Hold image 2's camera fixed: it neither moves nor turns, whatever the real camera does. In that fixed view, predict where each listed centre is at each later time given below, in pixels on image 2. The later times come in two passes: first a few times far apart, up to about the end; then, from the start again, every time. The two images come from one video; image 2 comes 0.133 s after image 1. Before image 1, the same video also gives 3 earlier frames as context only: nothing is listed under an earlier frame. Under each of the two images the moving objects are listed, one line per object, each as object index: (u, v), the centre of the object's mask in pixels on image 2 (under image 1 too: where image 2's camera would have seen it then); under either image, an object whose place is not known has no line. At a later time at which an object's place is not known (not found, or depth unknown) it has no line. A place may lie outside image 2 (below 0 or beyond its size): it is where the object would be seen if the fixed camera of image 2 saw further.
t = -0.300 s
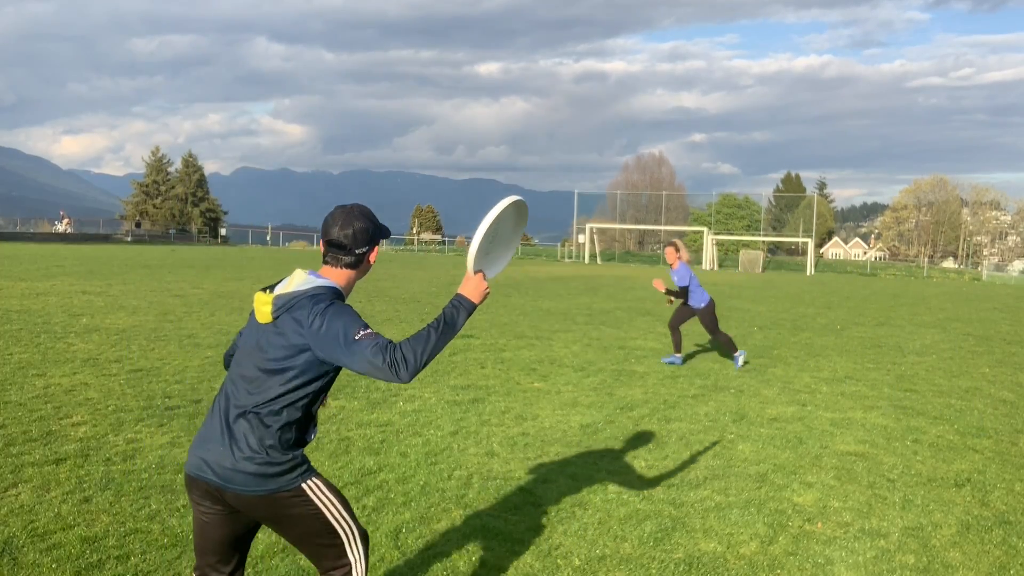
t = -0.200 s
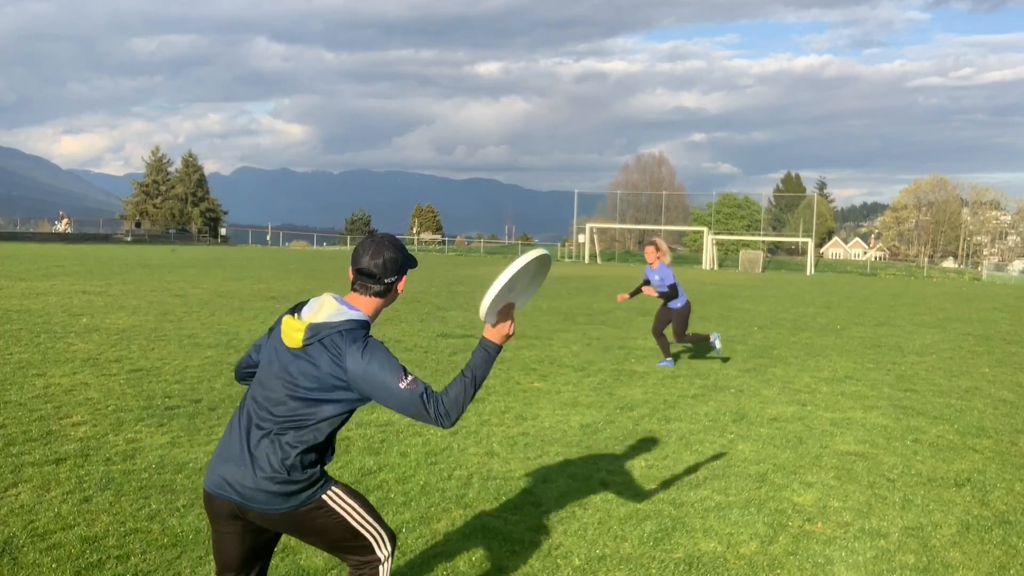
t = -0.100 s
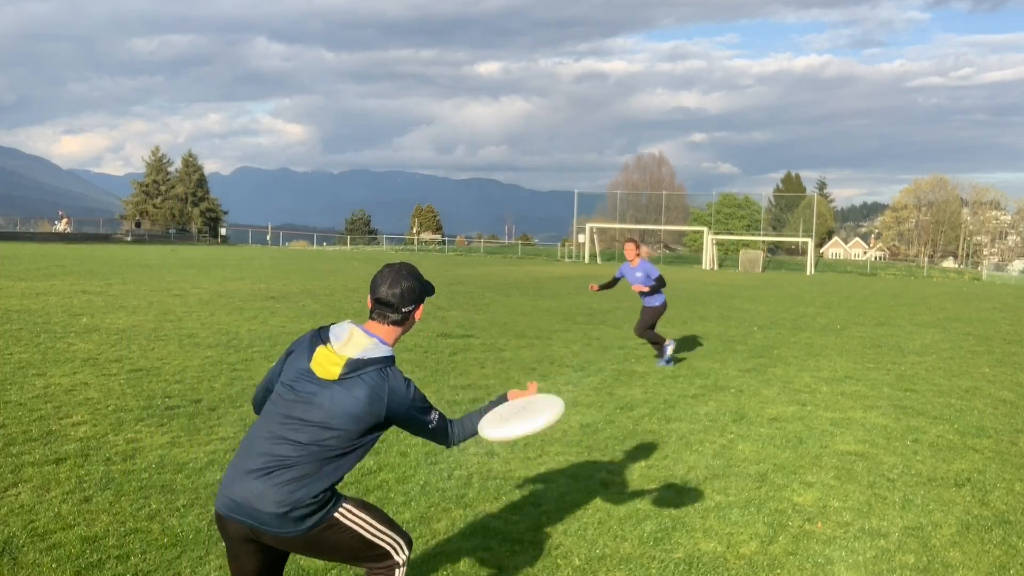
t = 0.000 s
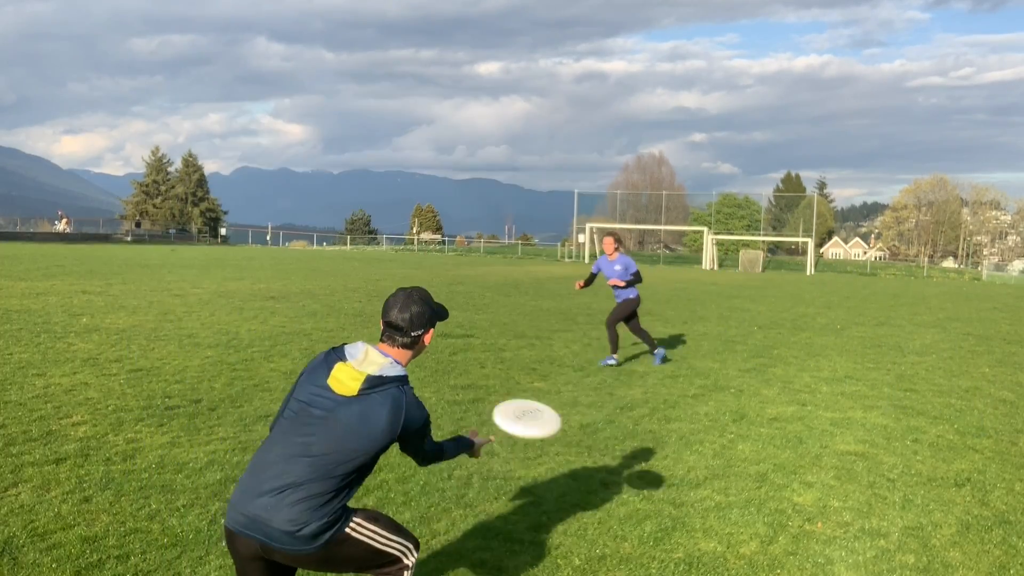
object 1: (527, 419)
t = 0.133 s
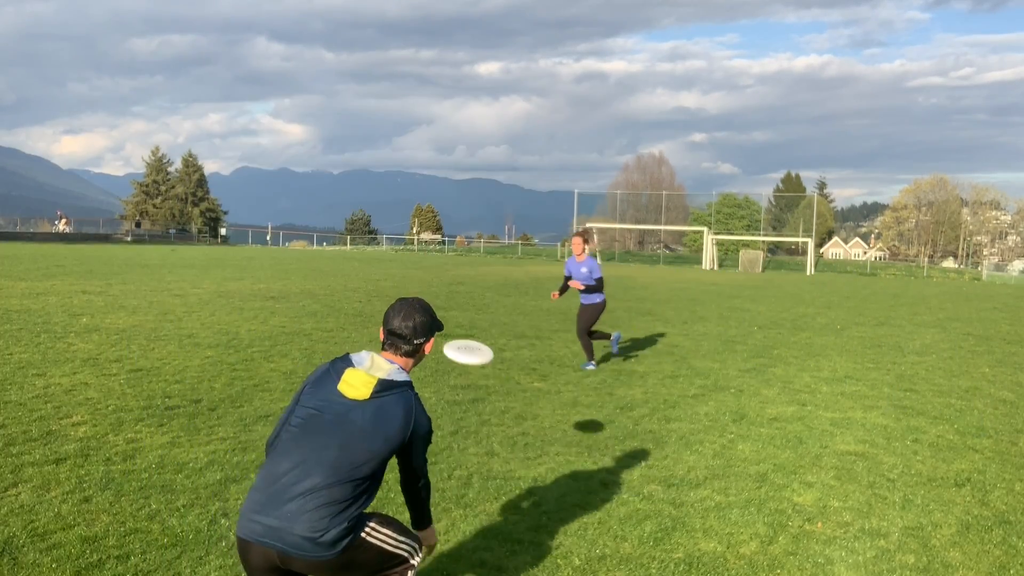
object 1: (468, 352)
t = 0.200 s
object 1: (454, 326)
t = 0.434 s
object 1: (421, 270)
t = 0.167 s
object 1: (460, 338)
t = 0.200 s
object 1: (454, 326)
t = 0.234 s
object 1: (448, 315)
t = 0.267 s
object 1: (442, 305)
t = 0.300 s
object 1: (437, 296)
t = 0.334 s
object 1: (432, 288)
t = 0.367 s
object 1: (428, 281)
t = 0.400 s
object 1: (424, 275)
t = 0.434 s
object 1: (421, 270)
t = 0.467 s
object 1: (418, 265)
